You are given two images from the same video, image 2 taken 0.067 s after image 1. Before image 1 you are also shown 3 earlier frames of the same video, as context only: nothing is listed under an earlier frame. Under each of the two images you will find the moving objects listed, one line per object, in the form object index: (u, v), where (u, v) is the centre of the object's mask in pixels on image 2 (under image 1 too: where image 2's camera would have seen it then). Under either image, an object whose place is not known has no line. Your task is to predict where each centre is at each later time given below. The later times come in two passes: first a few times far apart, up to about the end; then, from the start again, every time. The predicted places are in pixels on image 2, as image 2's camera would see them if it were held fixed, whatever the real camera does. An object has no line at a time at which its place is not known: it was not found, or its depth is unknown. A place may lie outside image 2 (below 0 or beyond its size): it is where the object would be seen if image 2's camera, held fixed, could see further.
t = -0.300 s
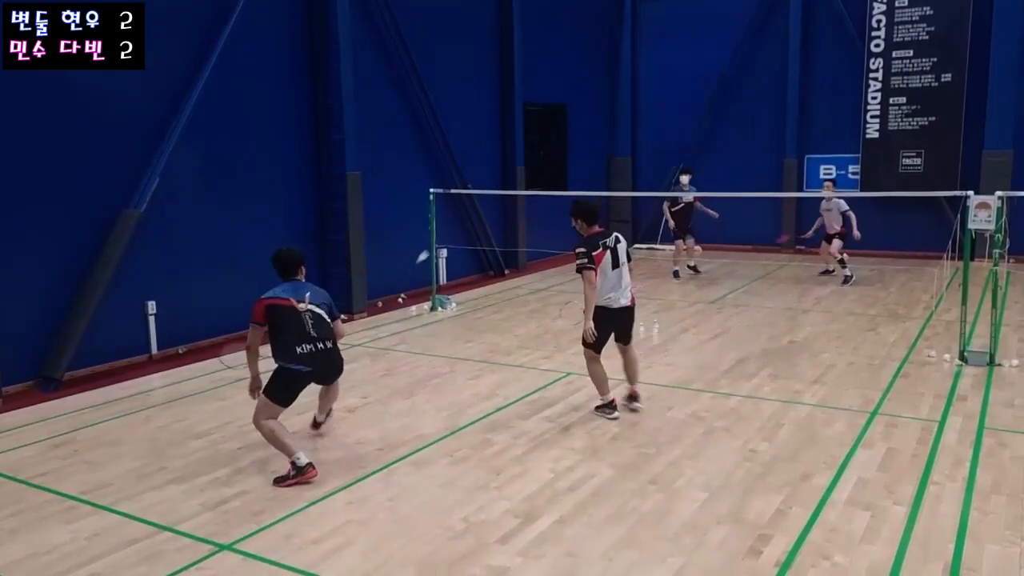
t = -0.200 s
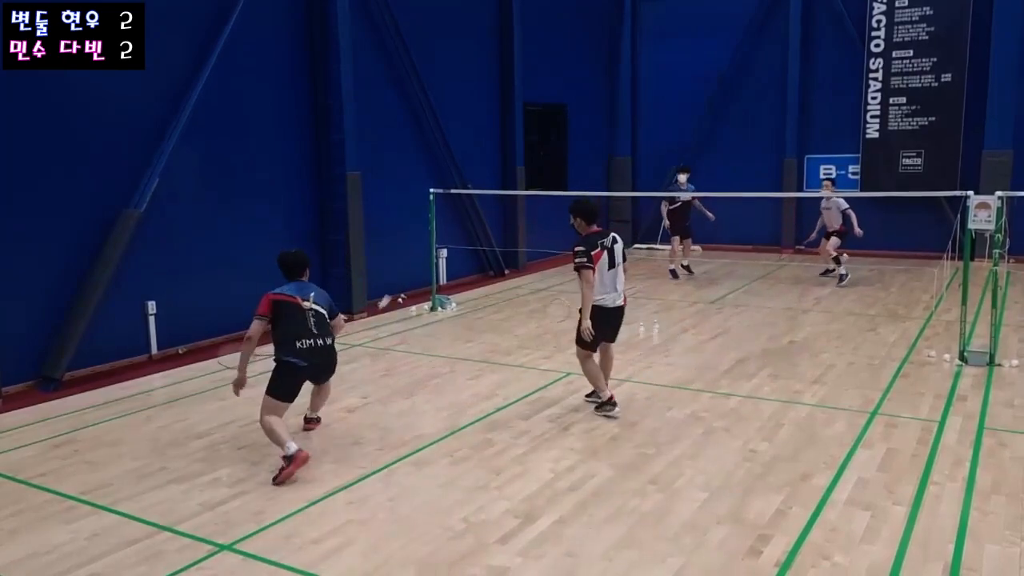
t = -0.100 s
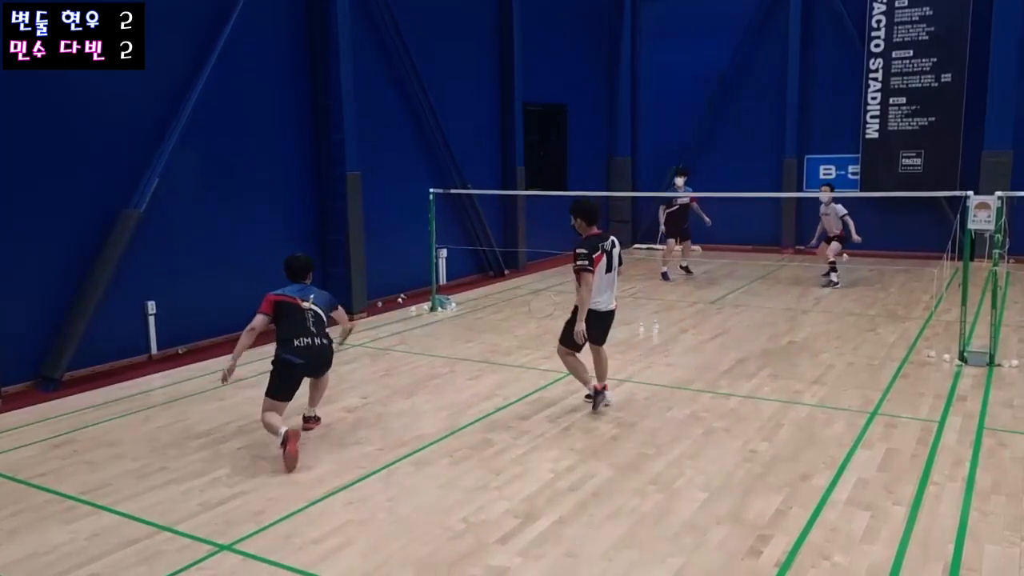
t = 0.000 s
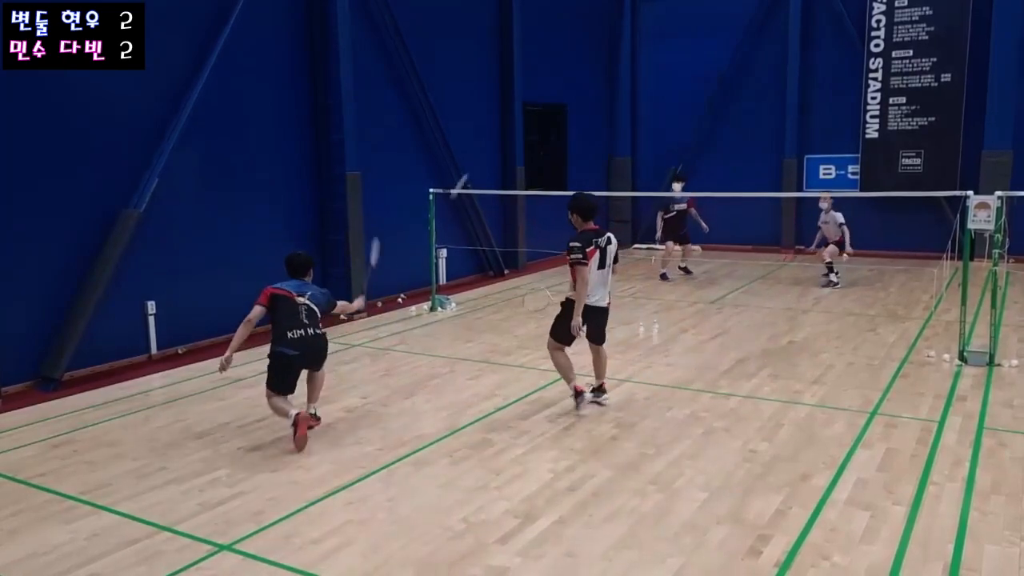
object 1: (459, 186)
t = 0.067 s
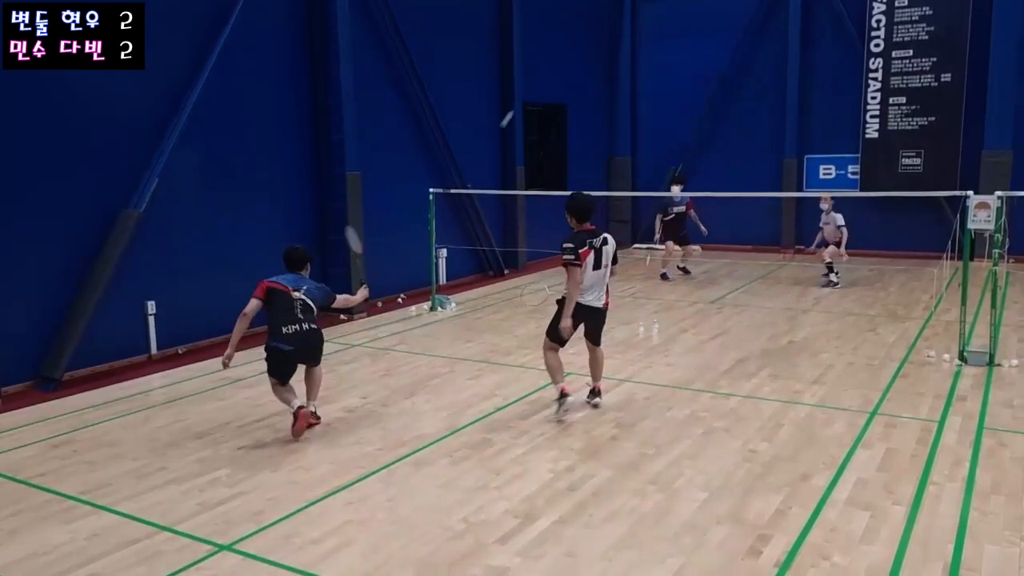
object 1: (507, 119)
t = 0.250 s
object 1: (577, 37)
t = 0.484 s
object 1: (623, 13)
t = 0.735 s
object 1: (654, 31)
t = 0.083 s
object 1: (516, 108)
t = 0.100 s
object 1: (525, 96)
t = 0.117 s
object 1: (532, 87)
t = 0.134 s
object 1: (540, 79)
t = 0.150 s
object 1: (546, 71)
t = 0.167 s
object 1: (552, 63)
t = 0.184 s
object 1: (558, 57)
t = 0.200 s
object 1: (563, 51)
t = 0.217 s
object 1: (568, 46)
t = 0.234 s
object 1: (573, 41)
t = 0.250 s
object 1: (577, 37)
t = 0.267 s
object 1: (581, 33)
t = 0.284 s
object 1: (585, 30)
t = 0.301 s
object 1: (589, 27)
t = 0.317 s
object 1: (593, 24)
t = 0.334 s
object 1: (597, 22)
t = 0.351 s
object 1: (601, 19)
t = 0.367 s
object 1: (604, 18)
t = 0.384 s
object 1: (606, 16)
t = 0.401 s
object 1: (609, 15)
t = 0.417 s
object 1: (612, 14)
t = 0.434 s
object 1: (615, 13)
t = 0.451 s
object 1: (618, 12)
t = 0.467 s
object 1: (621, 13)
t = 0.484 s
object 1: (623, 13)
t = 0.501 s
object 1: (626, 13)
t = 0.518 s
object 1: (628, 13)
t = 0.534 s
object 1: (630, 14)
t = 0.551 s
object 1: (633, 14)
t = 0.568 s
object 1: (635, 15)
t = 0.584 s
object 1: (637, 16)
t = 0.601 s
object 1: (639, 17)
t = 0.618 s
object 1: (641, 19)
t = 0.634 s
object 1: (643, 20)
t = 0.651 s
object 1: (645, 21)
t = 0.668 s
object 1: (647, 23)
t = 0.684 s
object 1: (649, 25)
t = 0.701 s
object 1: (651, 27)
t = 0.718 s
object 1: (653, 29)
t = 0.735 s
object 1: (654, 31)
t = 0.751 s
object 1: (656, 34)
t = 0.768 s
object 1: (658, 37)
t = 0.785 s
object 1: (659, 39)
